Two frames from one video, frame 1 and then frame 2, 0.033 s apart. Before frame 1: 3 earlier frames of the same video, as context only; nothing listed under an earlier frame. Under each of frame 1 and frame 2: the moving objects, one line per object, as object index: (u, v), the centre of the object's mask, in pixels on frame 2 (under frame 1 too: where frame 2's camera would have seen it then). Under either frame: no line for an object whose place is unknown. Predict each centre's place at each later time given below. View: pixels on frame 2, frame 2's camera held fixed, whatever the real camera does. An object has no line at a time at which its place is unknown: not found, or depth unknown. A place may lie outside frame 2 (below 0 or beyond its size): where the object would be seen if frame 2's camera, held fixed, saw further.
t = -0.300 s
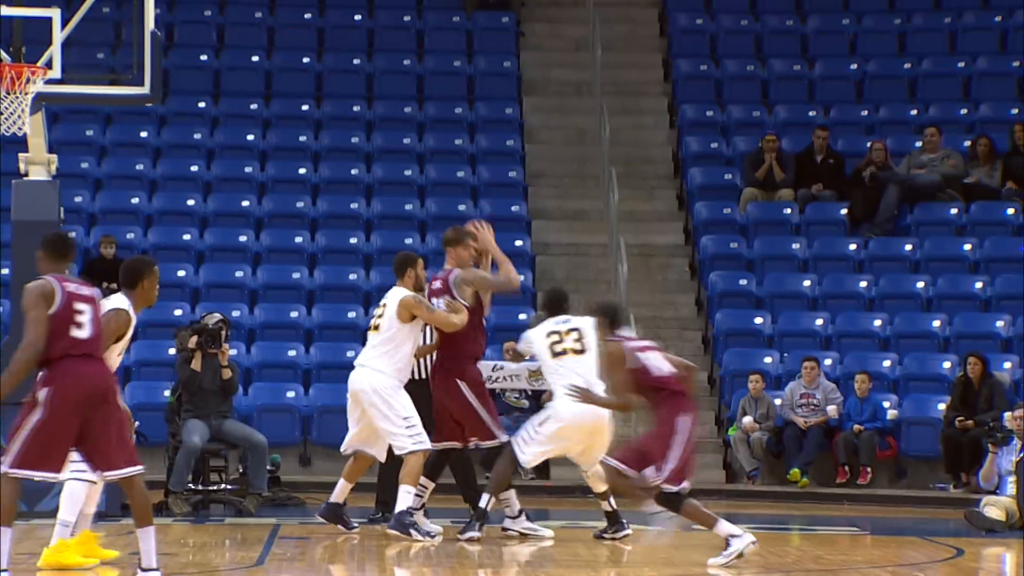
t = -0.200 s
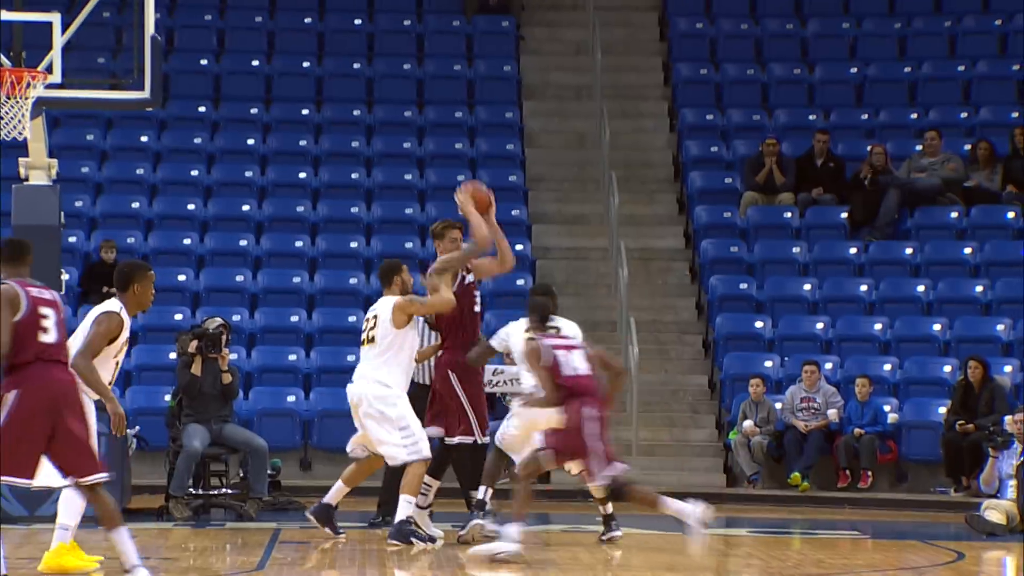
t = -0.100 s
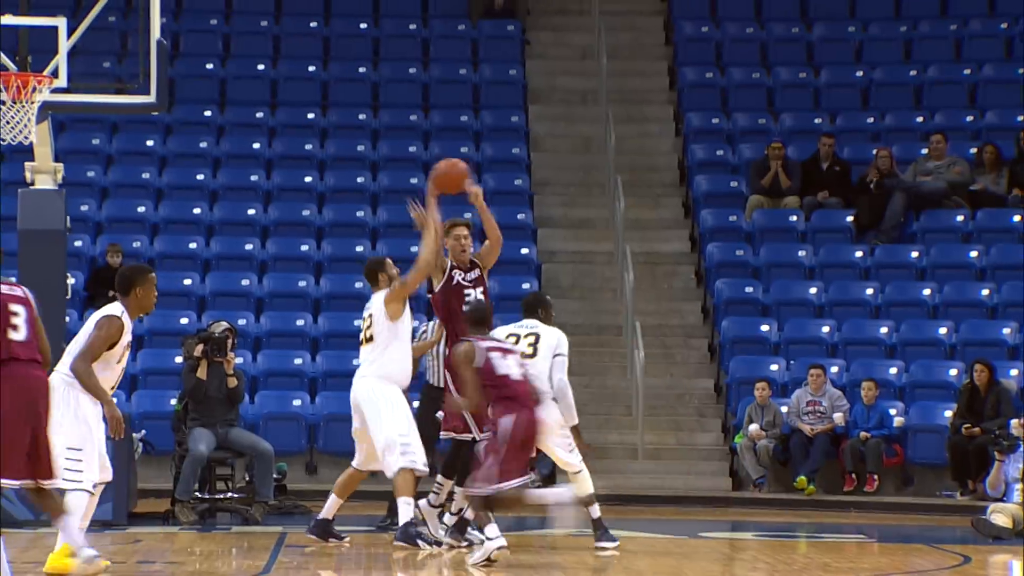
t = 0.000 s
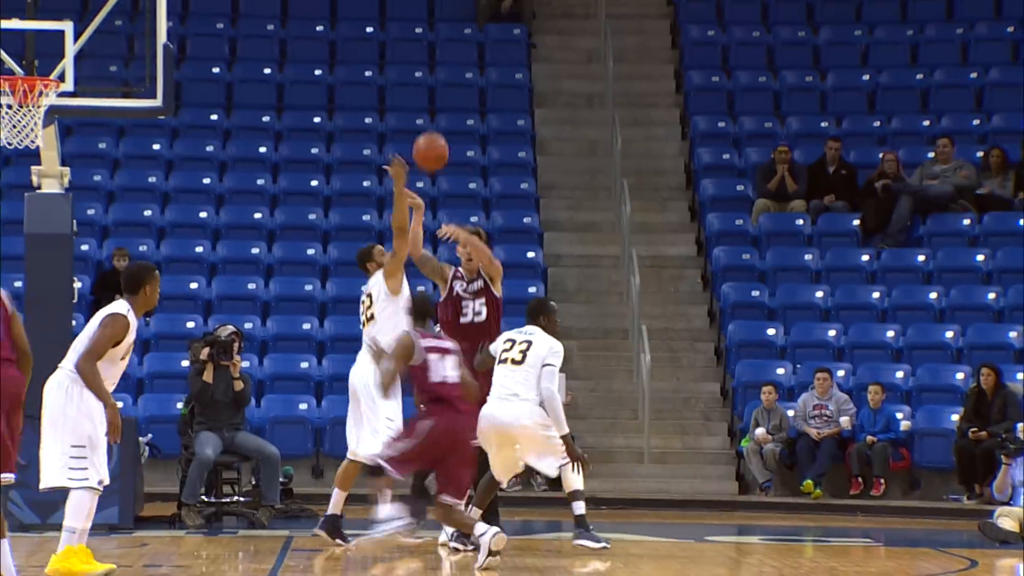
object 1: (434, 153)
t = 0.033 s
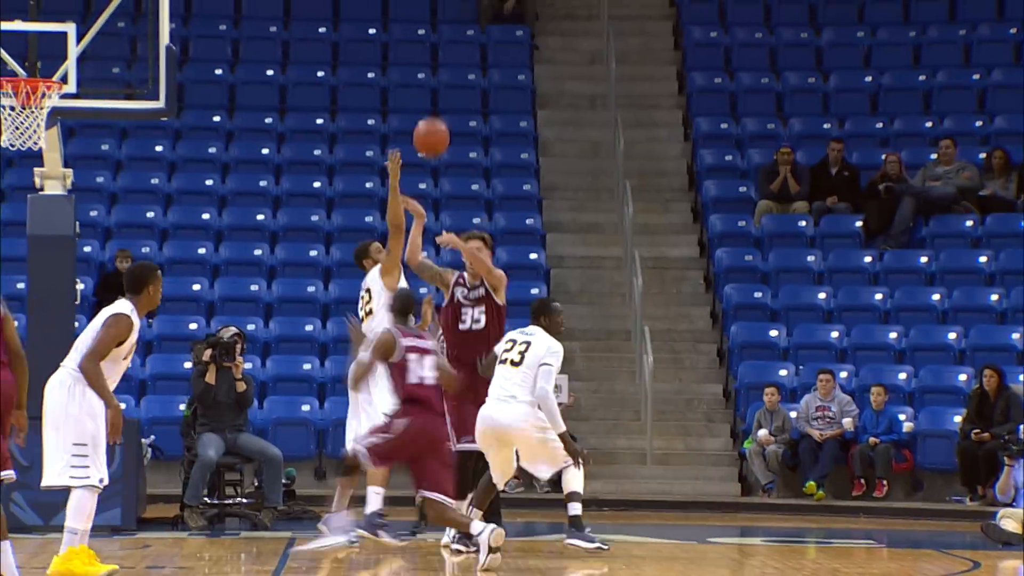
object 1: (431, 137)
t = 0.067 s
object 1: (427, 122)
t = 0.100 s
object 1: (424, 110)
